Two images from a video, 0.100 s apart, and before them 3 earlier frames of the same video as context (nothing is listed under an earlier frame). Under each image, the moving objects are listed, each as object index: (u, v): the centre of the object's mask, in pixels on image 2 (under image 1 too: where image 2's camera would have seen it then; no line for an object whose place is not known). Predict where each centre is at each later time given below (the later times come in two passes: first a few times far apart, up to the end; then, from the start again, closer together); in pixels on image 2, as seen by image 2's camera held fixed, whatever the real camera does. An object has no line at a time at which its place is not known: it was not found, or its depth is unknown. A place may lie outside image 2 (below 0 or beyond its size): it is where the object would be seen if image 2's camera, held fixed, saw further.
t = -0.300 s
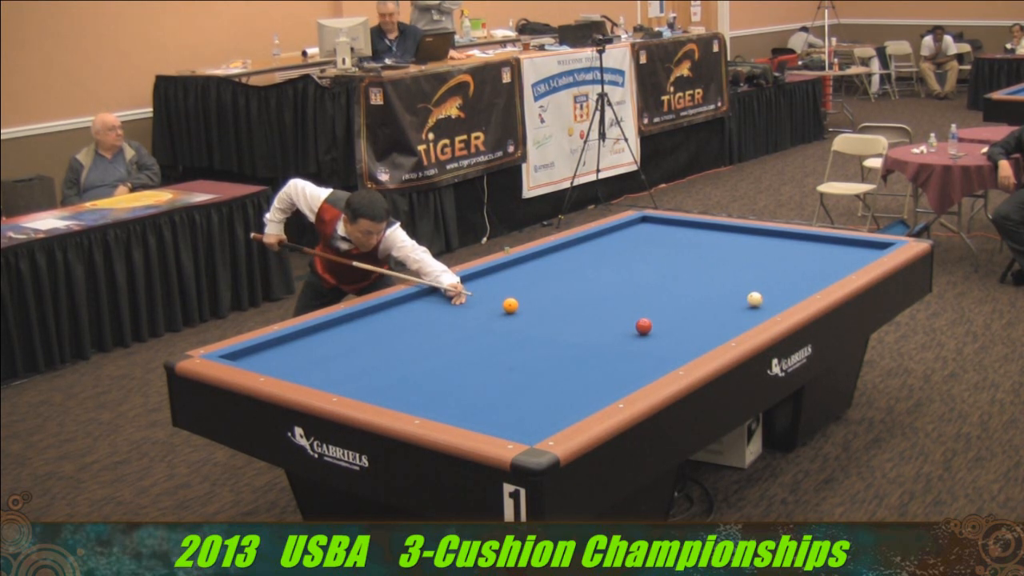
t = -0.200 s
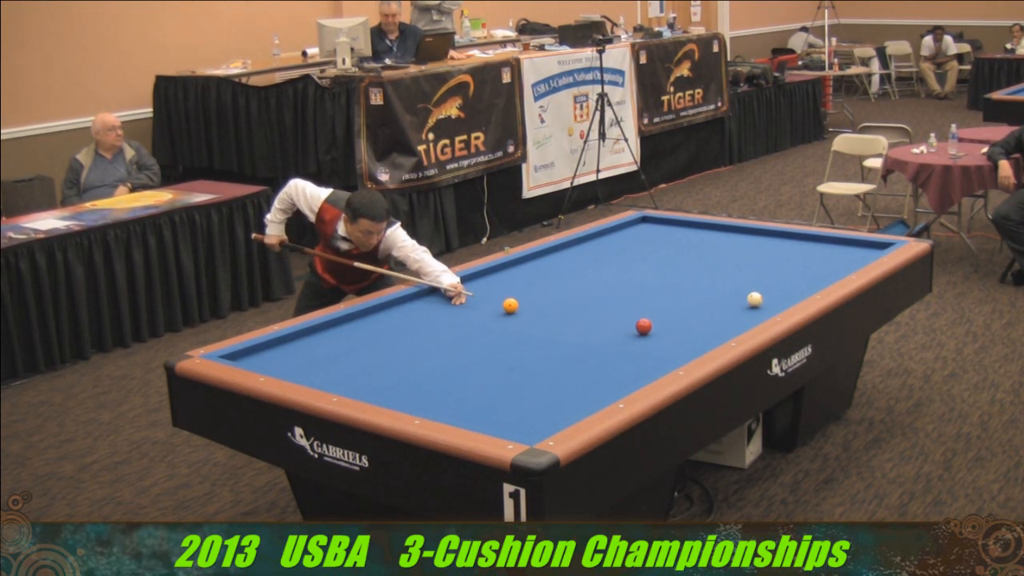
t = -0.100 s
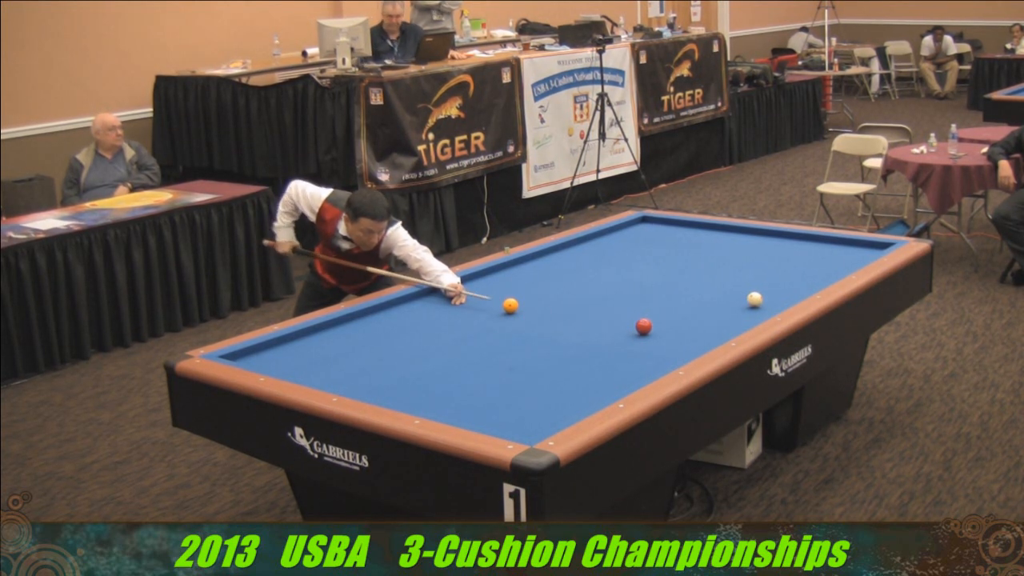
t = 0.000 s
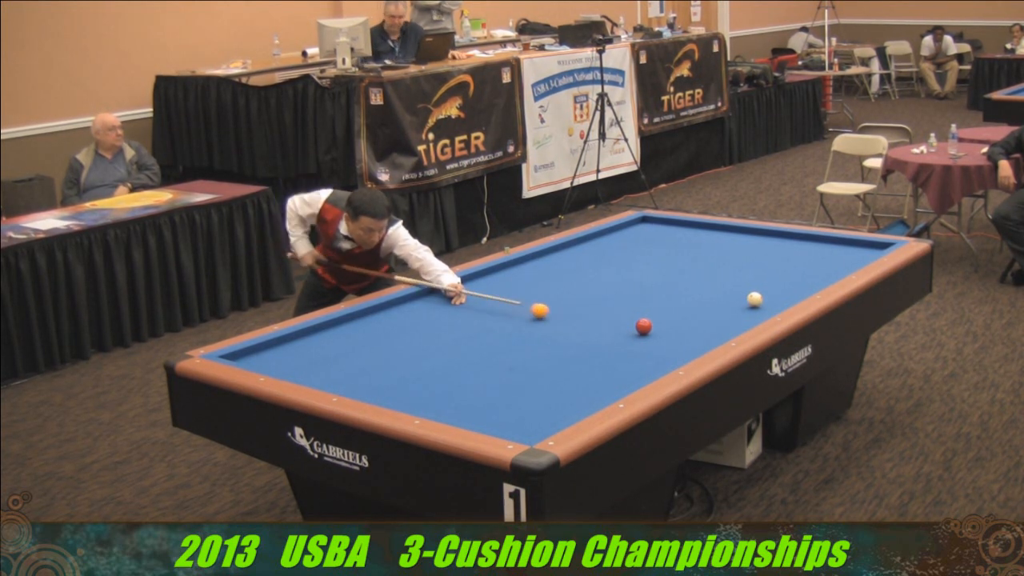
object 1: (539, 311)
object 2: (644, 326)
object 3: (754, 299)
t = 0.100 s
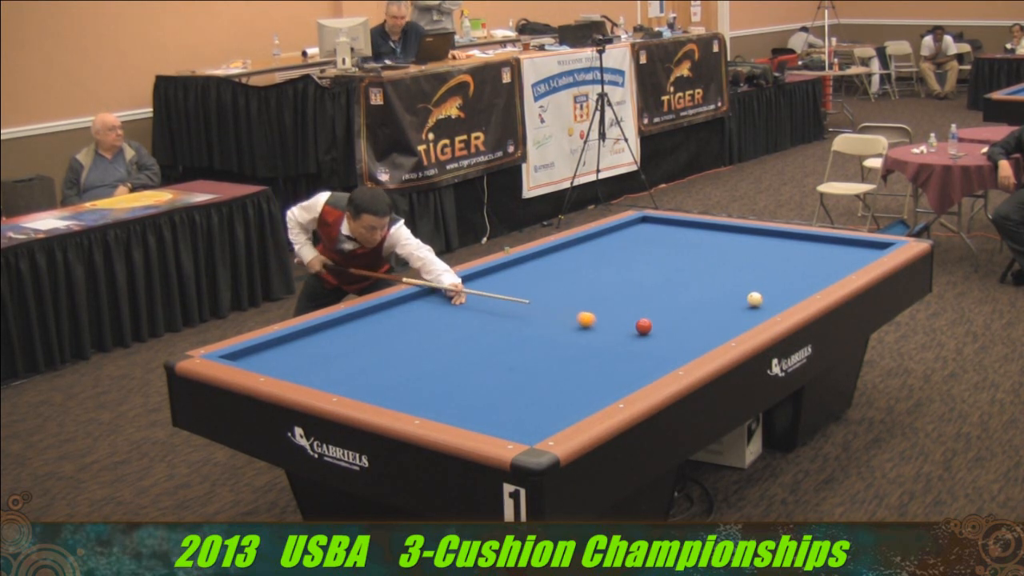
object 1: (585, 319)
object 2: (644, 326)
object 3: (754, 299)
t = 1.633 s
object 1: (347, 368)
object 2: (697, 280)
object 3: (754, 299)
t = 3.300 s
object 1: (390, 340)
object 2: (650, 240)
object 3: (754, 299)
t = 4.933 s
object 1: (587, 325)
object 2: (658, 221)
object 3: (754, 299)
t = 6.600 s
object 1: (744, 311)
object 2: (678, 227)
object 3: (755, 298)
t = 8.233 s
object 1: (768, 301)
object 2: (684, 231)
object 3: (748, 295)
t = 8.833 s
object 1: (768, 301)
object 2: (684, 231)
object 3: (745, 294)
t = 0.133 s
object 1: (601, 322)
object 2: (644, 326)
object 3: (754, 299)
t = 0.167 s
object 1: (617, 325)
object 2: (644, 326)
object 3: (754, 299)
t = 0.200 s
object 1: (628, 329)
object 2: (649, 326)
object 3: (754, 299)
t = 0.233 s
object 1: (631, 332)
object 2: (662, 325)
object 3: (754, 299)
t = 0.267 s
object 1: (635, 336)
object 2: (674, 324)
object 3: (754, 299)
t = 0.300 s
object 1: (639, 340)
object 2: (686, 323)
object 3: (754, 299)
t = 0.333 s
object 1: (644, 344)
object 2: (698, 323)
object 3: (754, 299)
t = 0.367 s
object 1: (650, 348)
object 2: (708, 323)
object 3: (754, 299)
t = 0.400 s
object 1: (657, 352)
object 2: (718, 322)
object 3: (754, 299)
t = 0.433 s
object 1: (664, 356)
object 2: (727, 322)
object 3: (754, 299)
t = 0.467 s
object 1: (670, 358)
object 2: (736, 321)
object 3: (754, 299)
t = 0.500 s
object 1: (662, 360)
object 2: (745, 319)
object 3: (755, 299)
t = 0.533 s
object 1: (651, 360)
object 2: (745, 318)
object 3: (754, 299)
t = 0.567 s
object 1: (640, 360)
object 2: (742, 318)
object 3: (754, 299)
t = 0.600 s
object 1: (629, 361)
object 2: (739, 316)
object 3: (754, 299)
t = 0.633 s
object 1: (619, 361)
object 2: (737, 315)
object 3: (755, 299)
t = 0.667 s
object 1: (610, 361)
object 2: (736, 314)
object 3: (754, 299)
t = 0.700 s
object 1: (600, 361)
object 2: (734, 312)
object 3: (754, 299)
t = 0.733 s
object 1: (591, 362)
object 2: (733, 311)
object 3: (754, 299)
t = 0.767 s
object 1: (581, 362)
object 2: (731, 310)
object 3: (754, 299)
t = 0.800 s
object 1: (572, 362)
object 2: (730, 308)
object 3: (755, 299)
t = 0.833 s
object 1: (563, 362)
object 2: (729, 307)
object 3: (754, 299)
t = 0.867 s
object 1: (553, 363)
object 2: (727, 306)
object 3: (754, 299)
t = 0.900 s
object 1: (545, 363)
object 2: (726, 304)
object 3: (754, 299)
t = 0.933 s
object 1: (535, 363)
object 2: (724, 303)
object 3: (754, 299)
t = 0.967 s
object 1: (526, 363)
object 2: (723, 302)
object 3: (754, 299)
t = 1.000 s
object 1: (517, 364)
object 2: (721, 301)
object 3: (754, 299)
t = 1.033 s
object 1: (507, 364)
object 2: (720, 300)
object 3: (754, 299)
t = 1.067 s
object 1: (498, 364)
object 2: (719, 298)
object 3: (754, 299)
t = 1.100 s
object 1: (489, 365)
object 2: (717, 297)
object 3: (754, 299)
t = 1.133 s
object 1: (480, 365)
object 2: (716, 296)
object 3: (754, 299)
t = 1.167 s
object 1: (471, 365)
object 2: (714, 295)
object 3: (754, 299)
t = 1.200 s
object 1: (462, 365)
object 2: (713, 294)
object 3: (754, 299)
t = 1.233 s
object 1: (458, 365)
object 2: (713, 293)
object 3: (754, 299)
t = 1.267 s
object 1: (444, 366)
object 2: (711, 291)
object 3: (754, 299)
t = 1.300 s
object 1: (435, 366)
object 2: (710, 290)
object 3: (754, 299)
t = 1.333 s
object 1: (426, 366)
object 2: (708, 289)
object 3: (754, 299)
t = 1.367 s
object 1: (417, 367)
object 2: (707, 288)
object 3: (754, 299)
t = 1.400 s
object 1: (408, 367)
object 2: (706, 287)
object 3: (754, 299)
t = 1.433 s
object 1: (404, 367)
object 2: (705, 286)
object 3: (754, 299)
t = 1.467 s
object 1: (395, 367)
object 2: (704, 286)
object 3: (754, 299)
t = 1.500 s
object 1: (386, 367)
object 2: (703, 284)
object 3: (754, 299)
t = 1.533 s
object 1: (373, 367)
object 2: (701, 283)
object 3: (754, 299)
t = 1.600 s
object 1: (356, 368)
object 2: (698, 281)
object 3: (754, 299)
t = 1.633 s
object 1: (347, 368)
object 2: (697, 280)
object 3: (754, 299)
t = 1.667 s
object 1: (338, 368)
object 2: (696, 279)
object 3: (754, 299)
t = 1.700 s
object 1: (334, 368)
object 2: (696, 278)
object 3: (754, 299)
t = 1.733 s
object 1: (326, 368)
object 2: (695, 277)
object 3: (754, 299)
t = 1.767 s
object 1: (313, 369)
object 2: (693, 276)
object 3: (754, 299)
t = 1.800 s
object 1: (309, 369)
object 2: (692, 276)
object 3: (754, 299)
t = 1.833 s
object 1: (300, 369)
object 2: (691, 274)
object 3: (754, 299)
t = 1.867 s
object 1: (288, 368)
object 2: (690, 273)
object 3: (754, 299)
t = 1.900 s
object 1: (284, 368)
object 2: (689, 273)
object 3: (754, 299)
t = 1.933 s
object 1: (275, 367)
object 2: (688, 272)
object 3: (754, 299)
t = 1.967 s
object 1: (270, 366)
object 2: (686, 270)
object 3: (754, 299)
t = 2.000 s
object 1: (268, 364)
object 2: (685, 269)
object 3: (754, 299)
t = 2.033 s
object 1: (267, 363)
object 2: (684, 268)
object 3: (754, 299)
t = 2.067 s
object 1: (265, 362)
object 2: (683, 267)
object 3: (754, 299)
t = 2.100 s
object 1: (264, 361)
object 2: (682, 267)
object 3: (754, 299)
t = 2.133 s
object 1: (262, 359)
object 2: (681, 266)
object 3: (754, 299)
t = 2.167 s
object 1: (261, 358)
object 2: (680, 265)
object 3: (754, 299)
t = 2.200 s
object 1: (260, 356)
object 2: (680, 264)
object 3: (754, 299)
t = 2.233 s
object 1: (258, 355)
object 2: (679, 263)
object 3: (754, 299)
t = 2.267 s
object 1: (256, 352)
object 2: (677, 262)
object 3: (754, 299)
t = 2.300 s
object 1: (255, 351)
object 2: (676, 262)
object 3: (754, 299)
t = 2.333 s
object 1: (254, 349)
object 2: (675, 261)
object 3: (754, 299)
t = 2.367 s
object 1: (261, 349)
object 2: (674, 260)
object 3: (754, 299)
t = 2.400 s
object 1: (266, 348)
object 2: (673, 259)
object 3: (754, 299)
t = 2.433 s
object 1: (268, 348)
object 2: (672, 259)
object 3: (754, 299)
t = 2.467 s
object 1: (276, 348)
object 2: (671, 258)
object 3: (754, 299)
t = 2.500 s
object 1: (278, 348)
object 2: (671, 257)
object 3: (754, 299)
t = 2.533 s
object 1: (286, 347)
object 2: (669, 256)
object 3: (754, 299)
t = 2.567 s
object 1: (290, 347)
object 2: (668, 255)
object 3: (754, 299)
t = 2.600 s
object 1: (295, 346)
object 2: (667, 254)
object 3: (754, 299)
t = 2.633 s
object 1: (297, 346)
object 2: (667, 254)
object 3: (754, 299)
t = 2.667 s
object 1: (305, 346)
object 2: (666, 253)
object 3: (754, 299)
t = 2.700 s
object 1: (307, 346)
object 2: (665, 253)
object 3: (754, 299)
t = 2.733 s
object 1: (312, 345)
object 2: (664, 252)
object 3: (754, 299)
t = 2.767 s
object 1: (317, 345)
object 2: (663, 251)
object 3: (754, 299)
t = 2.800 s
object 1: (321, 344)
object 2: (662, 250)
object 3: (754, 299)
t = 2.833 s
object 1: (326, 344)
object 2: (662, 250)
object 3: (754, 299)
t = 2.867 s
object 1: (333, 344)
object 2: (660, 248)
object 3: (754, 299)
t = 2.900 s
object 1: (335, 343)
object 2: (660, 248)
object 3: (754, 299)
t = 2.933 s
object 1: (340, 343)
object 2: (659, 248)
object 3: (754, 299)
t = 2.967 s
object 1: (347, 342)
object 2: (658, 246)
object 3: (754, 299)
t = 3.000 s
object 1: (352, 342)
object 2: (657, 245)
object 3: (754, 299)
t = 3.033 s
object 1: (356, 342)
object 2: (656, 245)
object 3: (754, 299)
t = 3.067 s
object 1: (361, 342)
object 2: (655, 244)
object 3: (754, 299)
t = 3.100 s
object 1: (363, 342)
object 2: (655, 244)
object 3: (754, 298)
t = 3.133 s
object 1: (368, 341)
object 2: (654, 243)
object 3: (754, 299)
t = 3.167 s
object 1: (374, 341)
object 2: (653, 242)
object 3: (754, 299)
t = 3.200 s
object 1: (377, 341)
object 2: (653, 242)
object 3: (754, 299)
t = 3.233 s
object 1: (381, 340)
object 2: (652, 242)
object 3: (754, 299)
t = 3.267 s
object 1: (388, 340)
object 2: (651, 240)
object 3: (754, 299)
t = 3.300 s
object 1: (390, 340)
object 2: (650, 240)
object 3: (754, 299)
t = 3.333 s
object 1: (397, 339)
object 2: (649, 239)
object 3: (754, 299)
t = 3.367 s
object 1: (399, 339)
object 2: (649, 239)
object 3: (754, 299)
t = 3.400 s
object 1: (404, 339)
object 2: (648, 238)
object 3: (754, 299)
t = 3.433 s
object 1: (409, 338)
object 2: (647, 238)
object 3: (755, 299)
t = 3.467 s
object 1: (415, 338)
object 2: (646, 237)
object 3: (754, 299)
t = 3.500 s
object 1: (417, 338)
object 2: (646, 236)
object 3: (754, 299)
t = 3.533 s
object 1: (423, 337)
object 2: (645, 235)
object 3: (754, 299)
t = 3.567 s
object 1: (428, 337)
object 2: (644, 235)
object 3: (754, 299)
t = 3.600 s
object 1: (432, 337)
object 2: (643, 234)
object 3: (754, 299)
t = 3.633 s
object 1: (434, 336)
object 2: (643, 234)
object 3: (755, 299)
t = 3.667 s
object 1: (441, 336)
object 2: (642, 233)
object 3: (755, 299)
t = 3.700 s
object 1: (445, 335)
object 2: (641, 233)
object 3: (754, 299)
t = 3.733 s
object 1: (447, 335)
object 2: (641, 232)
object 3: (754, 299)
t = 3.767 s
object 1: (453, 335)
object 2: (640, 231)
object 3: (754, 299)
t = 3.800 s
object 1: (456, 335)
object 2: (640, 231)
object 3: (754, 298)
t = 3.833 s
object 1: (462, 334)
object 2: (638, 230)
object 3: (755, 299)
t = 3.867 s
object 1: (466, 334)
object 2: (638, 230)
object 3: (754, 299)
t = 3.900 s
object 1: (468, 334)
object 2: (638, 229)
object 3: (754, 299)
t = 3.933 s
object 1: (472, 333)
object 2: (637, 229)
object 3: (754, 298)
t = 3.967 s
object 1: (478, 333)
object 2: (636, 228)
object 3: (754, 298)
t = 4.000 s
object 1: (481, 333)
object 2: (635, 227)
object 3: (754, 298)
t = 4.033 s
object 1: (487, 333)
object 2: (635, 227)
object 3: (754, 299)
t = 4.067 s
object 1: (491, 332)
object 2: (634, 226)
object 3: (754, 299)
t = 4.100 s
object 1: (493, 332)
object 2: (634, 226)
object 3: (754, 298)
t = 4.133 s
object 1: (497, 331)
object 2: (633, 225)
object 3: (754, 298)
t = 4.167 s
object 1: (503, 331)
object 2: (632, 224)
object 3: (754, 298)
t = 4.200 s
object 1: (505, 331)
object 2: (632, 224)
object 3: (754, 299)
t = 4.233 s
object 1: (509, 331)
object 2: (632, 224)
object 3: (754, 299)
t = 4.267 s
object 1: (514, 330)
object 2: (631, 223)
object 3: (754, 299)
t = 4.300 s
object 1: (516, 330)
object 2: (631, 223)
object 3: (754, 299)
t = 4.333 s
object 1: (522, 330)
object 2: (633, 223)
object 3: (754, 298)
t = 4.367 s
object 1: (526, 329)
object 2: (634, 223)
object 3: (754, 299)
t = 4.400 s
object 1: (530, 329)
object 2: (636, 223)
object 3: (754, 299)
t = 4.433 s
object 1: (532, 329)
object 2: (636, 223)
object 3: (754, 299)
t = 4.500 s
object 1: (539, 329)
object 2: (640, 222)
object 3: (754, 299)
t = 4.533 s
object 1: (544, 328)
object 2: (641, 222)
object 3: (754, 298)
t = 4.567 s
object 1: (549, 328)
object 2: (643, 222)
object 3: (754, 299)
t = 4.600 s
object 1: (551, 328)
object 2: (643, 222)
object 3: (754, 299)
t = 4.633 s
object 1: (555, 328)
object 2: (645, 222)
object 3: (754, 299)
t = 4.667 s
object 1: (560, 327)
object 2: (647, 221)
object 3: (754, 299)
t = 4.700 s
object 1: (562, 327)
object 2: (648, 221)
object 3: (754, 299)
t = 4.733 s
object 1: (566, 326)
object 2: (649, 221)
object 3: (754, 299)
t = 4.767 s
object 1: (569, 326)
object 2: (651, 221)
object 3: (754, 299)
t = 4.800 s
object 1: (573, 326)
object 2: (652, 221)
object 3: (755, 299)
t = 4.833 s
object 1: (577, 326)
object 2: (654, 221)
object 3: (754, 299)
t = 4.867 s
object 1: (582, 325)
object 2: (656, 221)
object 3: (754, 299)
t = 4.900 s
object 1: (584, 325)
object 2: (656, 221)
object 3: (754, 299)
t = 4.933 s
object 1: (587, 325)
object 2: (658, 221)
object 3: (754, 299)
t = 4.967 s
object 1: (593, 324)
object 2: (659, 221)
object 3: (754, 299)
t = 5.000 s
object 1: (595, 324)
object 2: (660, 221)
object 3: (754, 298)
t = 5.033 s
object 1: (598, 324)
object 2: (661, 221)
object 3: (754, 299)
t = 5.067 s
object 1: (603, 323)
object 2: (663, 221)
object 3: (754, 299)
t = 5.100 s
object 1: (605, 323)
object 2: (664, 221)
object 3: (754, 299)
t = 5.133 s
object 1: (610, 323)
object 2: (665, 221)
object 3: (754, 299)
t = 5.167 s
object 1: (613, 322)
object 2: (666, 221)
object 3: (754, 299)
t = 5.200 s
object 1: (617, 322)
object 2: (666, 221)
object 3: (754, 299)
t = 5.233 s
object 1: (620, 322)
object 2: (666, 221)
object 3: (754, 299)
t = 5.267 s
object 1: (622, 322)
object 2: (666, 221)
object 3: (754, 299)
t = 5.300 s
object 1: (625, 322)
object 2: (667, 221)
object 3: (754, 299)
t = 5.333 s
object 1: (630, 321)
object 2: (667, 221)
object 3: (754, 299)
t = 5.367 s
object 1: (634, 321)
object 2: (667, 221)
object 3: (754, 299)
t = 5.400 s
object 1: (637, 321)
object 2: (668, 222)
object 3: (754, 299)
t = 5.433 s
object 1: (639, 320)
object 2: (668, 222)
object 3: (754, 299)
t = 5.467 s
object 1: (644, 320)
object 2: (669, 222)
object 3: (754, 299)
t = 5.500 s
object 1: (645, 320)
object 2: (669, 222)
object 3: (754, 299)
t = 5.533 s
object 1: (648, 319)
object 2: (669, 222)
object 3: (754, 299)
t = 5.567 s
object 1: (653, 319)
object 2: (670, 222)
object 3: (754, 299)
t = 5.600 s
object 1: (655, 319)
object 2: (670, 222)
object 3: (754, 299)
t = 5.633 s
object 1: (660, 319)
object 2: (670, 223)
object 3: (754, 299)
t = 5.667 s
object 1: (661, 318)
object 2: (670, 223)
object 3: (754, 299)
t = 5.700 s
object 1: (664, 318)
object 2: (670, 223)
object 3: (754, 299)
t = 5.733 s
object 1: (667, 318)
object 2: (671, 223)
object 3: (754, 299)
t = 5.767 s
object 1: (672, 318)
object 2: (671, 223)
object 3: (754, 299)
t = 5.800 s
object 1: (674, 317)
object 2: (671, 223)
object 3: (754, 299)
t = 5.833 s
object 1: (677, 317)
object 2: (672, 224)
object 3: (754, 299)
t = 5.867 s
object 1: (680, 317)
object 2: (672, 224)
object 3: (754, 299)
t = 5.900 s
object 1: (683, 317)
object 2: (672, 224)
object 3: (754, 299)
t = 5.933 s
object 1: (686, 316)
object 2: (672, 224)
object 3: (754, 299)
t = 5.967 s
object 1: (690, 316)
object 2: (673, 224)
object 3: (754, 299)
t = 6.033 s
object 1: (696, 316)
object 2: (673, 224)
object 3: (754, 299)
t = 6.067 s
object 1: (699, 315)
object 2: (674, 225)
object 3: (754, 299)
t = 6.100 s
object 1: (702, 315)
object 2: (674, 225)
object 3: (754, 299)
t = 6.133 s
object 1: (705, 315)
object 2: (674, 225)
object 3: (754, 299)
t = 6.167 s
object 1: (707, 315)
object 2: (674, 225)
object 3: (754, 299)
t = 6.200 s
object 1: (710, 314)
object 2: (675, 225)
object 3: (754, 299)
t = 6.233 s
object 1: (712, 314)
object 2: (675, 225)
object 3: (754, 299)
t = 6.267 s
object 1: (717, 314)
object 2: (675, 226)
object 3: (754, 299)
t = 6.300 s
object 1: (718, 314)
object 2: (675, 225)
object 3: (755, 299)
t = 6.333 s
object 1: (721, 314)
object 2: (676, 226)
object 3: (754, 299)
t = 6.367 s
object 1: (725, 313)
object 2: (676, 226)
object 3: (754, 299)
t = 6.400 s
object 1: (726, 313)
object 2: (676, 226)
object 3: (754, 299)
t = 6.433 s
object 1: (729, 313)
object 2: (676, 226)
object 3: (754, 299)
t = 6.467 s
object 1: (733, 313)
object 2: (677, 226)
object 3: (754, 299)
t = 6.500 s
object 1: (735, 312)
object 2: (677, 226)
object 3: (754, 299)
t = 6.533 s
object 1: (739, 312)
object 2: (677, 226)
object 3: (754, 299)
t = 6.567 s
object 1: (741, 312)
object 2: (677, 226)
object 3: (755, 299)
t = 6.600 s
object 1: (744, 311)
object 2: (678, 227)
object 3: (755, 298)
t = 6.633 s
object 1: (745, 311)
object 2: (677, 227)
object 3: (755, 299)
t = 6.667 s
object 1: (748, 311)
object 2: (678, 227)
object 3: (755, 298)
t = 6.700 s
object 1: (751, 311)
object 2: (678, 227)
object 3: (755, 298)
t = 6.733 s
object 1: (755, 310)
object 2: (678, 227)
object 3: (754, 298)
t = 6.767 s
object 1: (756, 310)
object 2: (678, 227)
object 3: (754, 298)
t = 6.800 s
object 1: (758, 310)
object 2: (679, 227)
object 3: (754, 298)
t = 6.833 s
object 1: (761, 309)
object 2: (679, 228)
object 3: (754, 298)
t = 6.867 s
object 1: (765, 308)
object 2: (679, 228)
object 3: (754, 299)
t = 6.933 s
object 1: (768, 307)
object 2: (679, 228)
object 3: (754, 299)
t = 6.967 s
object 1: (768, 307)
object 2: (679, 228)
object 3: (754, 299)
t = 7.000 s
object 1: (767, 307)
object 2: (680, 228)
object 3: (754, 299)
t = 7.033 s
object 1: (767, 306)
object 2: (680, 228)
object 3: (754, 299)
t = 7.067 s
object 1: (767, 306)
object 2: (680, 228)
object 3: (754, 299)
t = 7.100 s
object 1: (767, 306)
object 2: (680, 228)
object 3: (754, 299)
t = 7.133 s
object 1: (766, 306)
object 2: (680, 229)
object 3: (754, 299)
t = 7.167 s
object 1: (766, 306)
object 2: (680, 229)
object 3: (754, 299)
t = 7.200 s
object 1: (766, 305)
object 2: (681, 229)
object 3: (754, 299)
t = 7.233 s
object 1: (766, 305)
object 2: (681, 229)
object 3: (754, 299)
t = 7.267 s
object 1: (766, 305)
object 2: (681, 229)
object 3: (754, 299)
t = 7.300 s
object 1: (765, 305)
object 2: (681, 229)
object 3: (754, 298)
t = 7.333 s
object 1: (765, 304)
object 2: (681, 229)
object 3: (753, 298)
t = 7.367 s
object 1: (765, 304)
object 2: (681, 229)
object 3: (753, 298)
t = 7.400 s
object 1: (765, 304)
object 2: (681, 229)
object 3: (753, 298)
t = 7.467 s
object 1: (764, 303)
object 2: (682, 229)
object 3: (752, 298)
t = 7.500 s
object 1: (764, 303)
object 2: (682, 229)
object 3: (752, 298)
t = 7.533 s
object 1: (764, 303)
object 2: (682, 230)
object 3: (752, 297)
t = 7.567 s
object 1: (764, 303)
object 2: (682, 230)
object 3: (752, 297)
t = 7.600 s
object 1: (764, 303)
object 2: (682, 230)
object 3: (752, 298)
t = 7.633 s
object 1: (765, 303)
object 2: (682, 230)
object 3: (752, 298)
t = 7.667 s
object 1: (765, 302)
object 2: (683, 230)
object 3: (752, 297)
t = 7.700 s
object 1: (765, 302)
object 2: (683, 230)
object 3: (751, 297)
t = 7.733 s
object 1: (765, 302)
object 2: (683, 230)
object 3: (751, 297)
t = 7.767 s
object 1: (766, 302)
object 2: (683, 230)
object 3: (751, 297)
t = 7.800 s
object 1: (766, 302)
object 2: (683, 230)
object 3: (751, 297)
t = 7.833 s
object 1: (766, 302)
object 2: (683, 230)
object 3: (751, 297)
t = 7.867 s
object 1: (766, 302)
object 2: (683, 230)
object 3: (750, 297)
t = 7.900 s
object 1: (766, 302)
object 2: (683, 230)
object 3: (750, 297)
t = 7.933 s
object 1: (767, 302)
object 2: (683, 230)
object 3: (750, 297)
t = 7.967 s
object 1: (767, 301)
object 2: (683, 230)
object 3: (750, 297)
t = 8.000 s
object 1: (767, 301)
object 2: (683, 230)
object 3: (749, 296)
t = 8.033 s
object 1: (767, 301)
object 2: (683, 230)
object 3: (749, 296)
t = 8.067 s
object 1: (767, 301)
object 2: (683, 230)
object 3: (749, 296)
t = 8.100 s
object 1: (767, 301)
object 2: (683, 230)
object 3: (749, 296)
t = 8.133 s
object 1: (767, 301)
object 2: (684, 231)
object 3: (748, 296)
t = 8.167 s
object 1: (767, 301)
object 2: (684, 230)
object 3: (748, 296)
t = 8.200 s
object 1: (768, 301)
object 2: (684, 231)
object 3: (748, 296)
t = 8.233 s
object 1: (768, 301)
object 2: (684, 231)
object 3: (748, 295)
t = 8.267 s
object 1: (768, 301)
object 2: (684, 231)
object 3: (748, 295)
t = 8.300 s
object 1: (768, 301)
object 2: (684, 231)
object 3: (747, 295)
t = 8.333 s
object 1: (768, 301)
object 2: (684, 231)
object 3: (747, 295)
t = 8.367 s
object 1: (768, 301)
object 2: (684, 231)
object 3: (747, 295)
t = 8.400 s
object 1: (768, 301)
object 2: (684, 231)
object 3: (747, 295)
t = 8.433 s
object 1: (768, 301)
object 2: (684, 231)
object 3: (747, 295)
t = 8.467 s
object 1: (768, 301)
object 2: (684, 231)
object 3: (746, 295)
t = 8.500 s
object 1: (768, 301)
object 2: (684, 231)
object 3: (746, 295)
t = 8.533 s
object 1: (768, 301)
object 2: (684, 231)
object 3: (746, 295)
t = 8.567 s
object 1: (768, 301)
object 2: (684, 231)
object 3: (746, 295)
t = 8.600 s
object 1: (768, 301)
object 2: (684, 231)
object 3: (746, 294)
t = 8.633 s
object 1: (768, 301)
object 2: (684, 231)
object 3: (746, 294)
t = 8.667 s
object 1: (768, 301)
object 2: (684, 231)
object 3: (746, 294)
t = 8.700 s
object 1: (768, 300)
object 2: (684, 231)
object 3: (745, 294)
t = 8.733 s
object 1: (768, 300)
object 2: (684, 231)
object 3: (745, 294)
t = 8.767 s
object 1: (768, 300)
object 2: (684, 231)
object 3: (745, 294)
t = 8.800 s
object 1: (768, 301)
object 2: (684, 231)
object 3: (745, 294)
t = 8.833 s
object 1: (768, 301)
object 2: (684, 231)
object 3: (745, 294)
